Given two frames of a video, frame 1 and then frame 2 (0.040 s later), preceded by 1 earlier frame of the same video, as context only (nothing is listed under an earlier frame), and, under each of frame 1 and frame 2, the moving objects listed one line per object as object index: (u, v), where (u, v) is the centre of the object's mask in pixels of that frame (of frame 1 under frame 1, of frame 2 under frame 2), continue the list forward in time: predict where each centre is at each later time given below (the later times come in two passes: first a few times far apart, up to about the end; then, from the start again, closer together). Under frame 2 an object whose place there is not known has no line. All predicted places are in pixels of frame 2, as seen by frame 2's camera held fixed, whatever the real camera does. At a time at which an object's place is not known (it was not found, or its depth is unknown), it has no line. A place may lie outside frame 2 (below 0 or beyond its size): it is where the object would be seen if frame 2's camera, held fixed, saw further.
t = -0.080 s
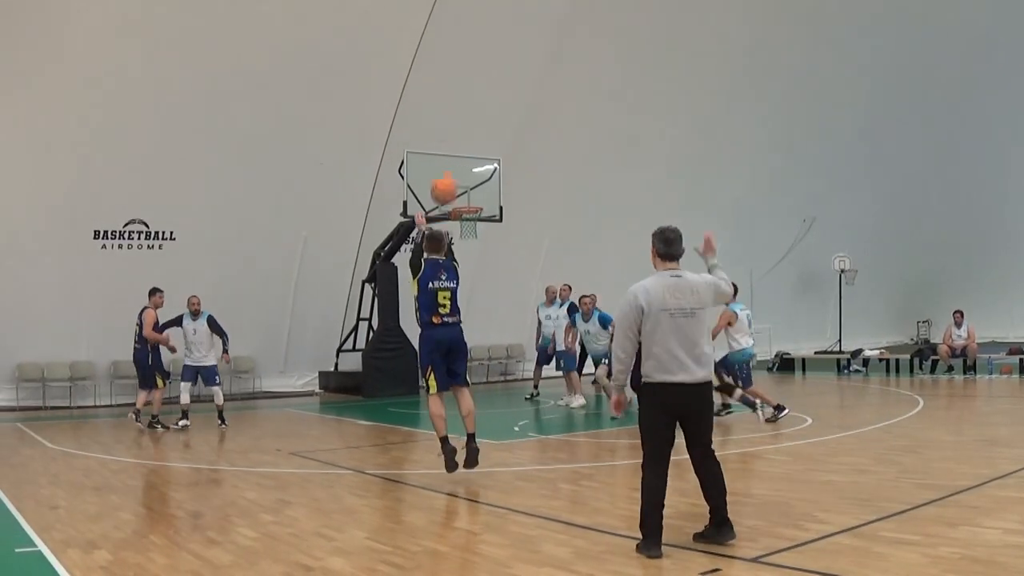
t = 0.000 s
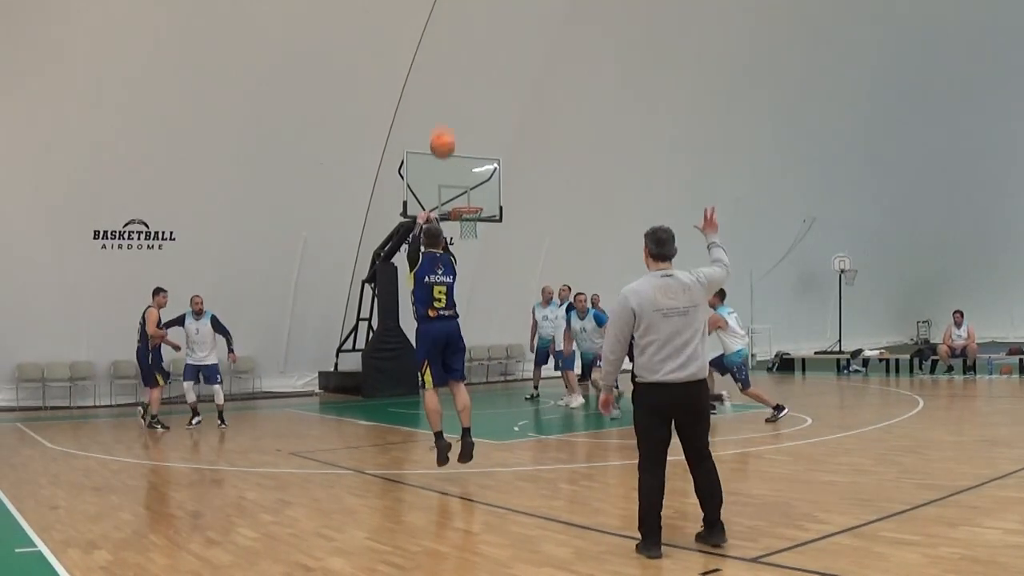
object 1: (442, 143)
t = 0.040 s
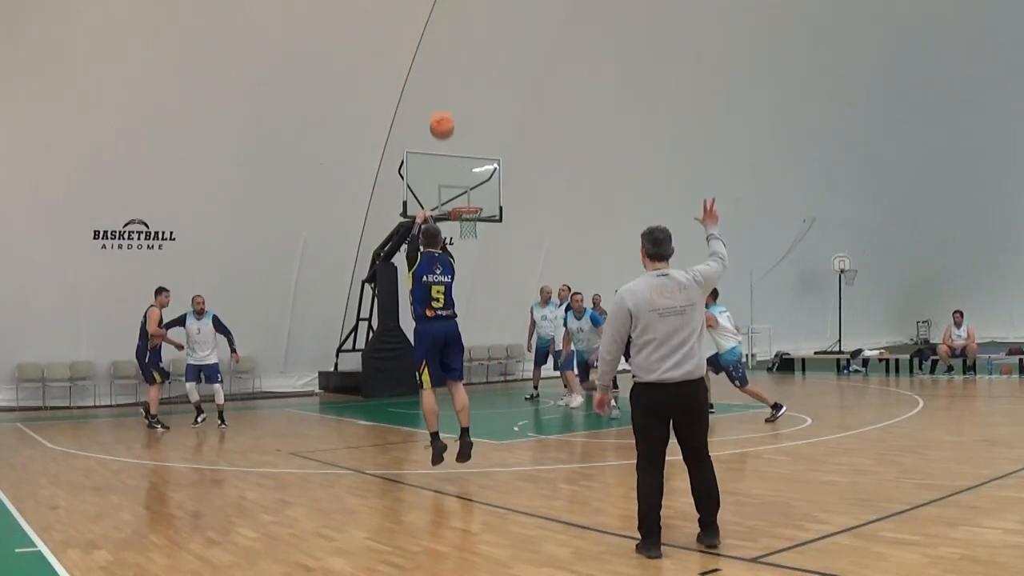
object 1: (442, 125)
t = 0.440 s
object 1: (440, 45)
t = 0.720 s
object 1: (440, 69)
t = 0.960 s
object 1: (441, 126)
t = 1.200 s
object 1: (443, 211)
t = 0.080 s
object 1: (441, 109)
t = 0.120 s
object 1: (441, 96)
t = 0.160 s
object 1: (440, 82)
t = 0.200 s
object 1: (440, 72)
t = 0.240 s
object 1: (440, 64)
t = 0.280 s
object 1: (440, 57)
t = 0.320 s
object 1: (440, 52)
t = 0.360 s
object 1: (440, 49)
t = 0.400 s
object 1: (440, 47)
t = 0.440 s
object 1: (440, 45)
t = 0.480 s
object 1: (440, 46)
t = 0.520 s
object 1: (440, 47)
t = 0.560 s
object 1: (440, 49)
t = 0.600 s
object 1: (440, 52)
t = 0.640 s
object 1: (440, 57)
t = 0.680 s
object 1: (440, 63)
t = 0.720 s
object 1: (440, 69)
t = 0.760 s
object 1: (440, 76)
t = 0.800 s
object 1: (440, 85)
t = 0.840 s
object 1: (440, 94)
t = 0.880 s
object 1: (441, 104)
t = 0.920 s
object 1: (441, 114)
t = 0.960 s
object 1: (441, 126)
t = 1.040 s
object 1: (441, 151)
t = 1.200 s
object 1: (443, 211)
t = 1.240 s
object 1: (441, 226)
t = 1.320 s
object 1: (438, 260)
